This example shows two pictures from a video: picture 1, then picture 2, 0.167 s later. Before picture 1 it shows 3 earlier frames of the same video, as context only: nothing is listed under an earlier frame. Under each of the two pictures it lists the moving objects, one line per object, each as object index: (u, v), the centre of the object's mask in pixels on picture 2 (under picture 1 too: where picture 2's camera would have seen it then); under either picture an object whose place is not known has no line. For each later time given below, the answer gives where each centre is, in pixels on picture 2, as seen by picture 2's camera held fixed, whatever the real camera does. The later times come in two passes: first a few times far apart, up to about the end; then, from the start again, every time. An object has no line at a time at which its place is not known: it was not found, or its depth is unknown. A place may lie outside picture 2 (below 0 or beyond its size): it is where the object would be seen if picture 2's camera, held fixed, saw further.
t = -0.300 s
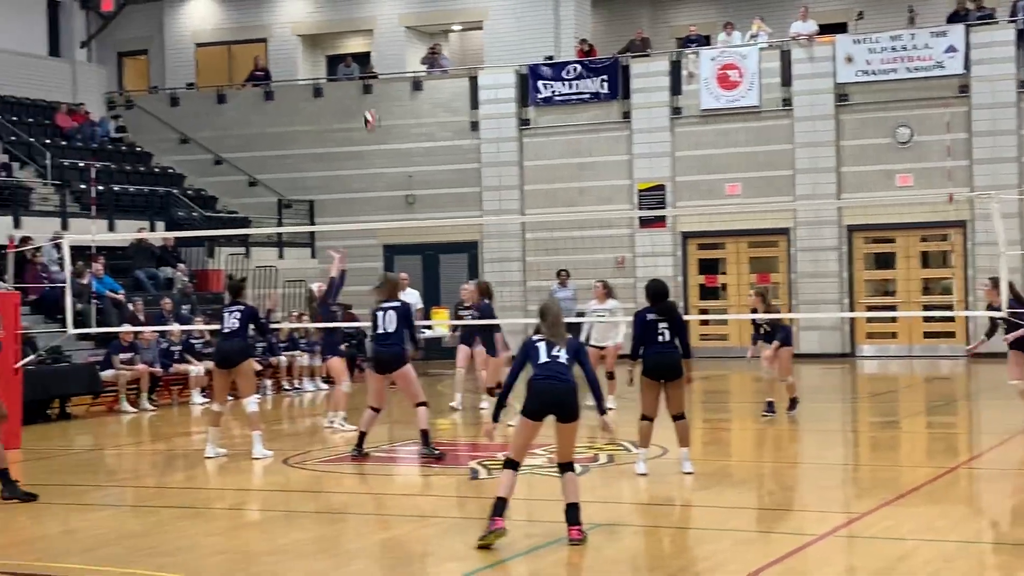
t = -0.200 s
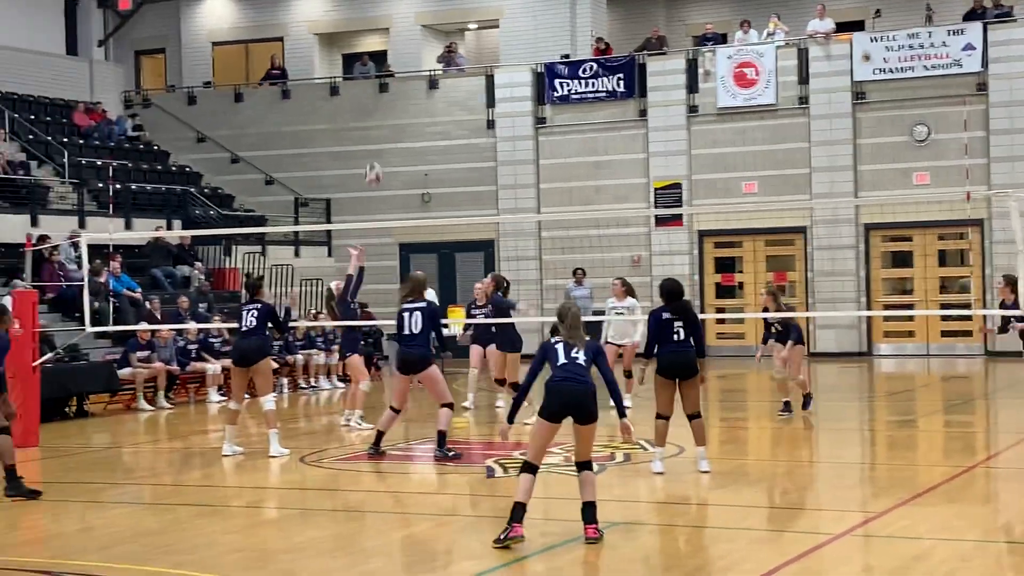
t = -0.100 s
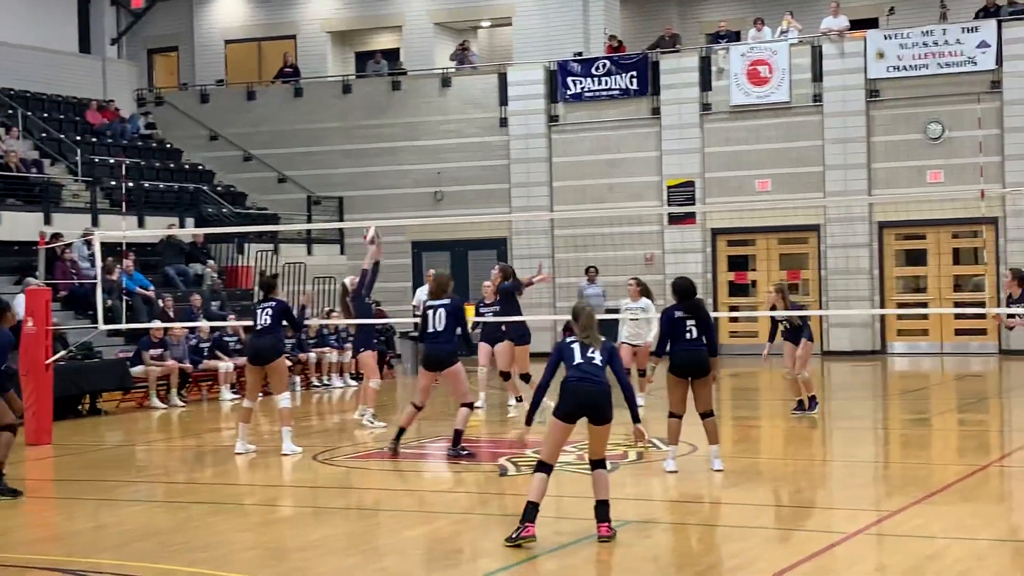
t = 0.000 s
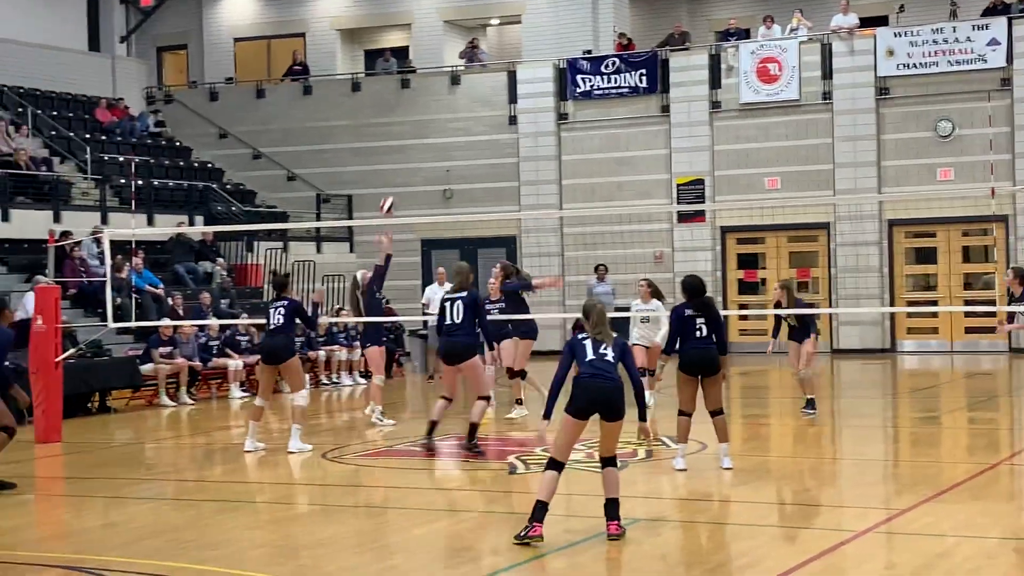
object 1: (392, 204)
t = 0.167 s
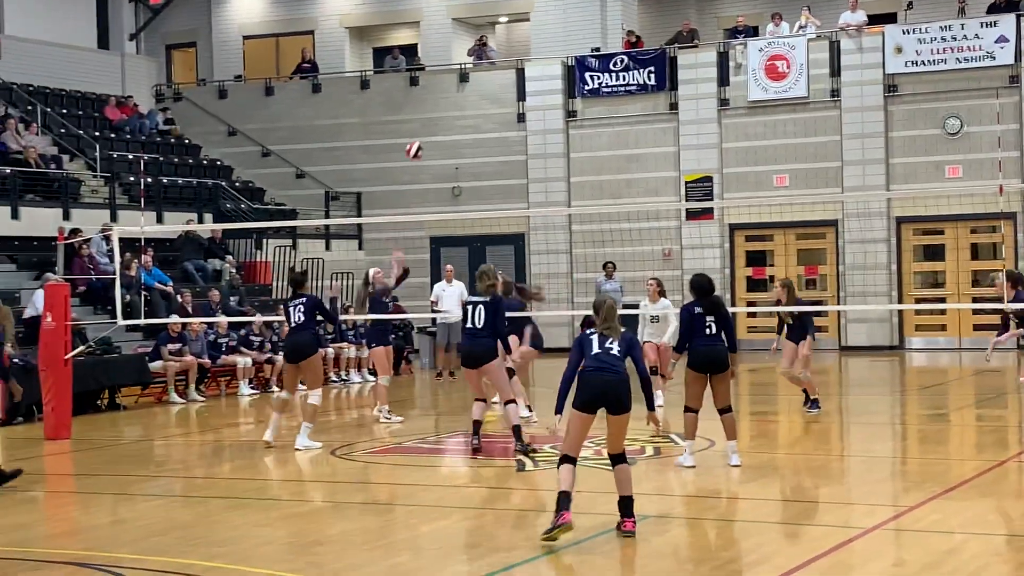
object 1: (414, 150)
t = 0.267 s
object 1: (428, 130)
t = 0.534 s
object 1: (462, 119)
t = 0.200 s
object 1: (418, 143)
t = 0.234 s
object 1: (423, 136)
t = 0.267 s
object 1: (428, 130)
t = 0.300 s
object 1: (432, 125)
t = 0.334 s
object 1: (437, 121)
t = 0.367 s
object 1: (442, 118)
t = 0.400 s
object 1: (446, 116)
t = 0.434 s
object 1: (450, 115)
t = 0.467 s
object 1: (454, 115)
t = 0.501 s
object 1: (458, 117)
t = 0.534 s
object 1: (462, 119)
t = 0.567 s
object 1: (467, 122)
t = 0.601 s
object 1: (470, 127)
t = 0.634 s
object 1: (474, 132)
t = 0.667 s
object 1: (478, 139)
